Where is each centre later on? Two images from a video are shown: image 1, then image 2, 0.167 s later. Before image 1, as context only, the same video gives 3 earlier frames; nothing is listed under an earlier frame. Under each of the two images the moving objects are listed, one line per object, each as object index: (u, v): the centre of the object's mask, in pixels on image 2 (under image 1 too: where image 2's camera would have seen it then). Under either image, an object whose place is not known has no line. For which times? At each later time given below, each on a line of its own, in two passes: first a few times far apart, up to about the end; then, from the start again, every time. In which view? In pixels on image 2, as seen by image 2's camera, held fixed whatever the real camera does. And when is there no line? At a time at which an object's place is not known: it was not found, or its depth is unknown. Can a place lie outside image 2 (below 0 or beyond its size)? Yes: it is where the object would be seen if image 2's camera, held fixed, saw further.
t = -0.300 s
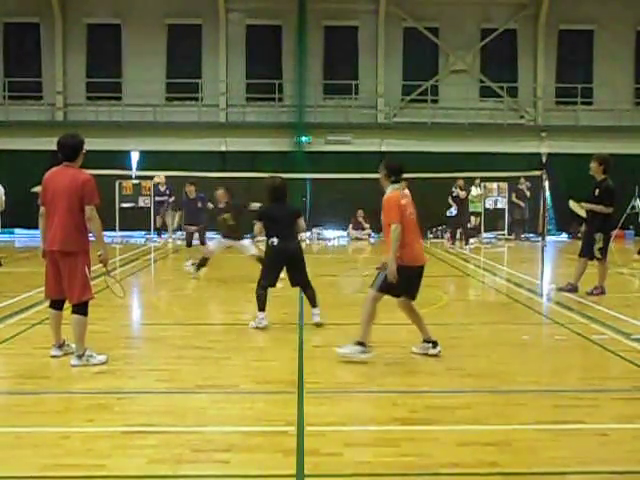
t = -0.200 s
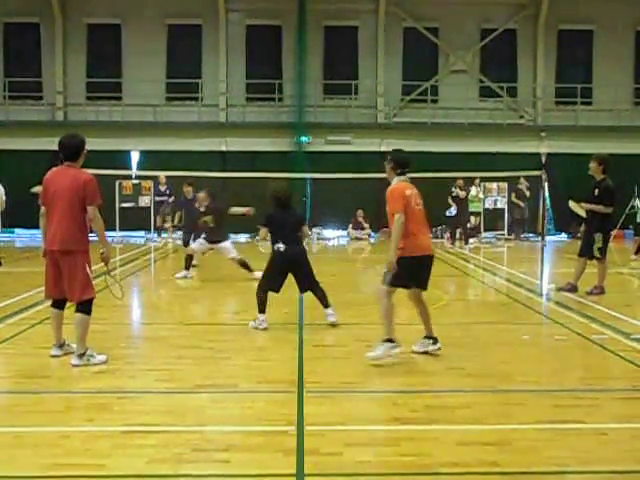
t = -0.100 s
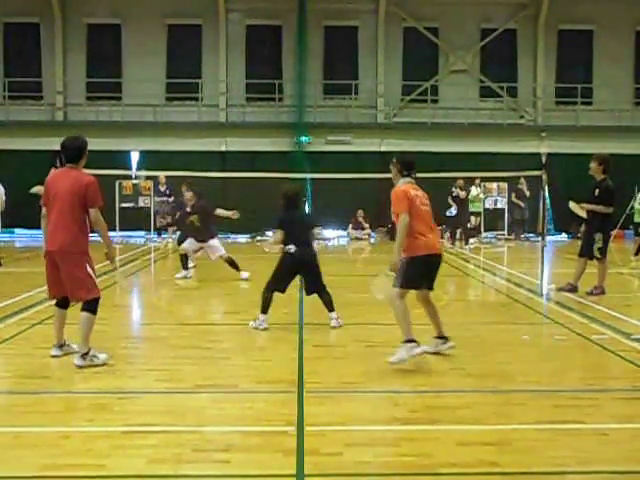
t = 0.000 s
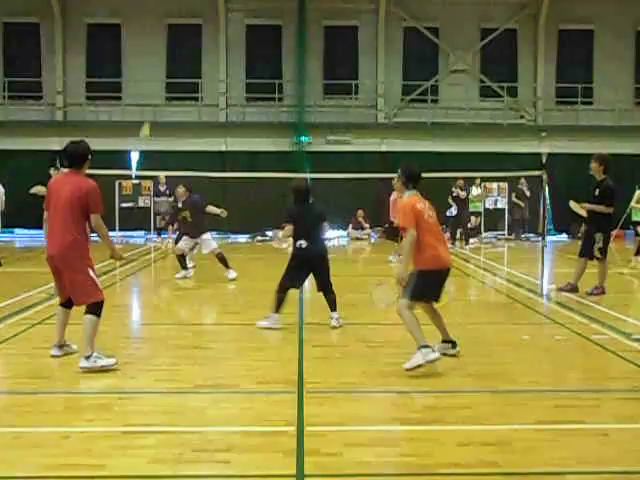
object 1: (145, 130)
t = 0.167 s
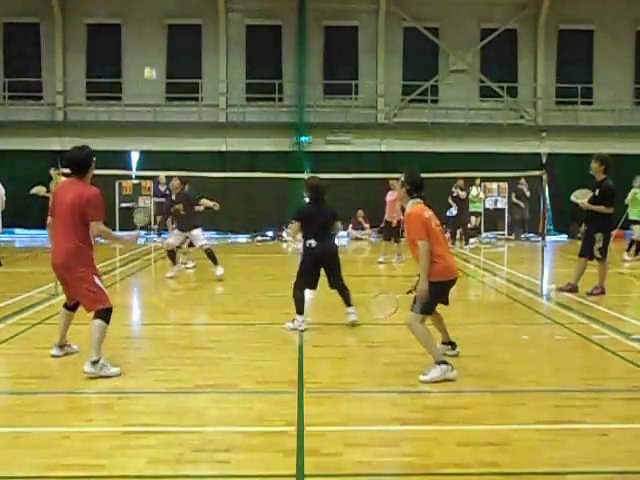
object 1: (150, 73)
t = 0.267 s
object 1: (151, 53)
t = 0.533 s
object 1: (160, 44)
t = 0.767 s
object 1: (171, 106)
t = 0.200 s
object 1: (150, 65)
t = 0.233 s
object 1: (151, 58)
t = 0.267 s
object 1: (151, 53)
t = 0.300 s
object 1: (151, 47)
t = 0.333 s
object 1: (152, 43)
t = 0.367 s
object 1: (153, 40)
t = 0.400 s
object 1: (155, 39)
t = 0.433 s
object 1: (156, 38)
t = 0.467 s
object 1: (157, 39)
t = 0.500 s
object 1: (158, 41)
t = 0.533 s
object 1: (160, 44)
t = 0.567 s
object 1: (163, 50)
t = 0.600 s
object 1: (165, 57)
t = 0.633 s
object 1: (167, 64)
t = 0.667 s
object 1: (168, 73)
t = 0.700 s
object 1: (169, 83)
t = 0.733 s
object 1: (170, 95)
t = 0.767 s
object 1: (171, 106)
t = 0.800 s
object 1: (171, 121)
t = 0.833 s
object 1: (171, 134)
